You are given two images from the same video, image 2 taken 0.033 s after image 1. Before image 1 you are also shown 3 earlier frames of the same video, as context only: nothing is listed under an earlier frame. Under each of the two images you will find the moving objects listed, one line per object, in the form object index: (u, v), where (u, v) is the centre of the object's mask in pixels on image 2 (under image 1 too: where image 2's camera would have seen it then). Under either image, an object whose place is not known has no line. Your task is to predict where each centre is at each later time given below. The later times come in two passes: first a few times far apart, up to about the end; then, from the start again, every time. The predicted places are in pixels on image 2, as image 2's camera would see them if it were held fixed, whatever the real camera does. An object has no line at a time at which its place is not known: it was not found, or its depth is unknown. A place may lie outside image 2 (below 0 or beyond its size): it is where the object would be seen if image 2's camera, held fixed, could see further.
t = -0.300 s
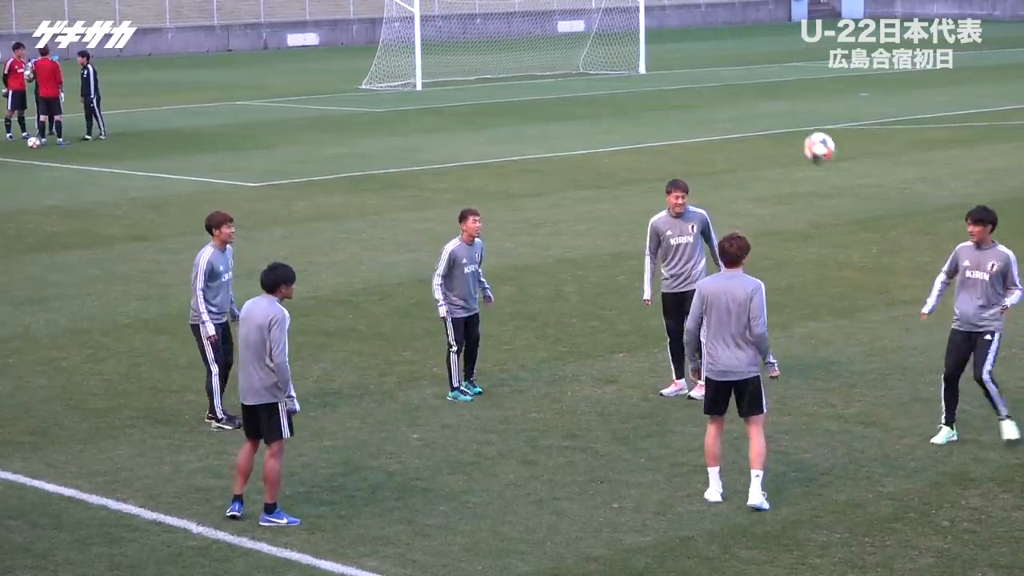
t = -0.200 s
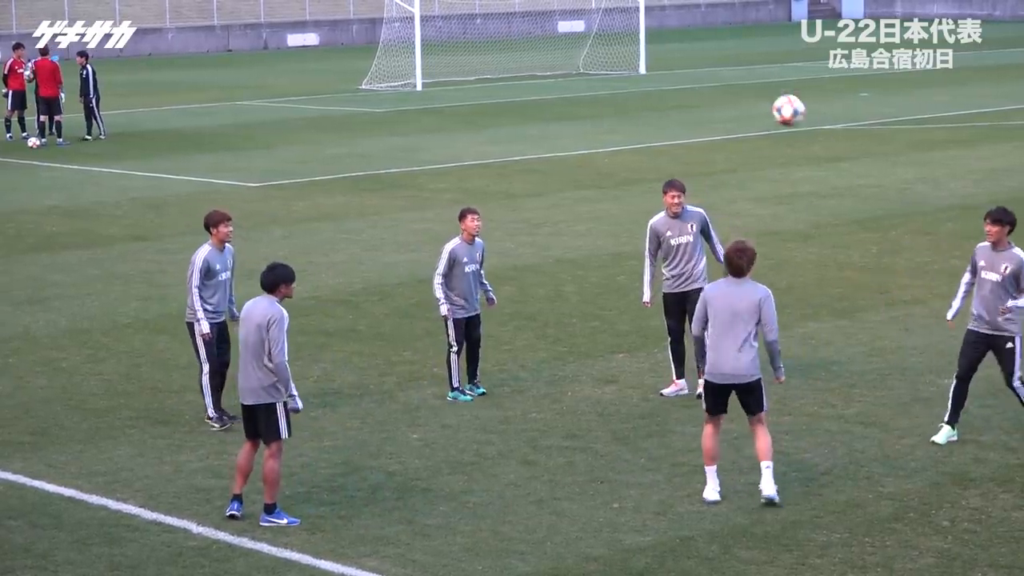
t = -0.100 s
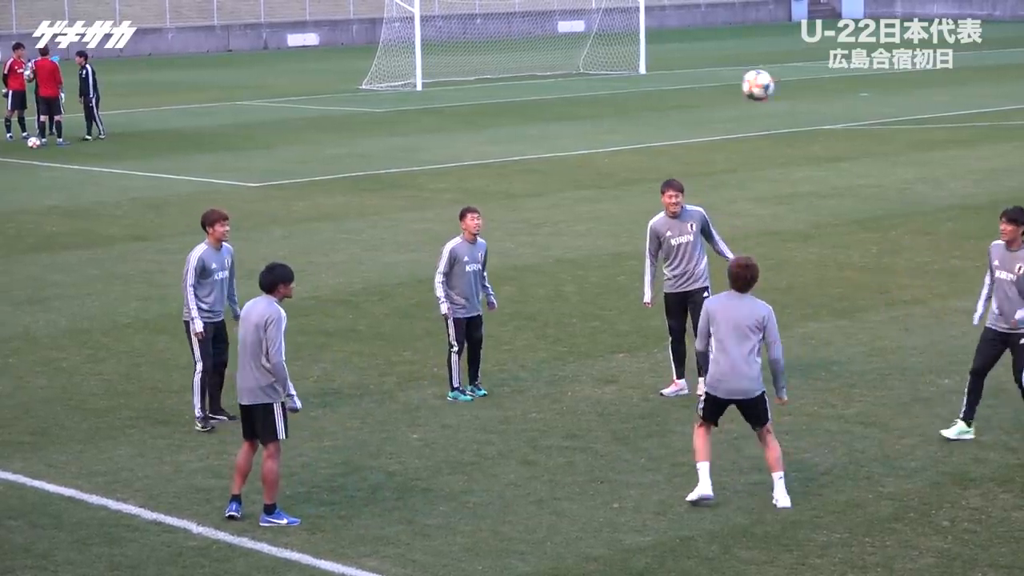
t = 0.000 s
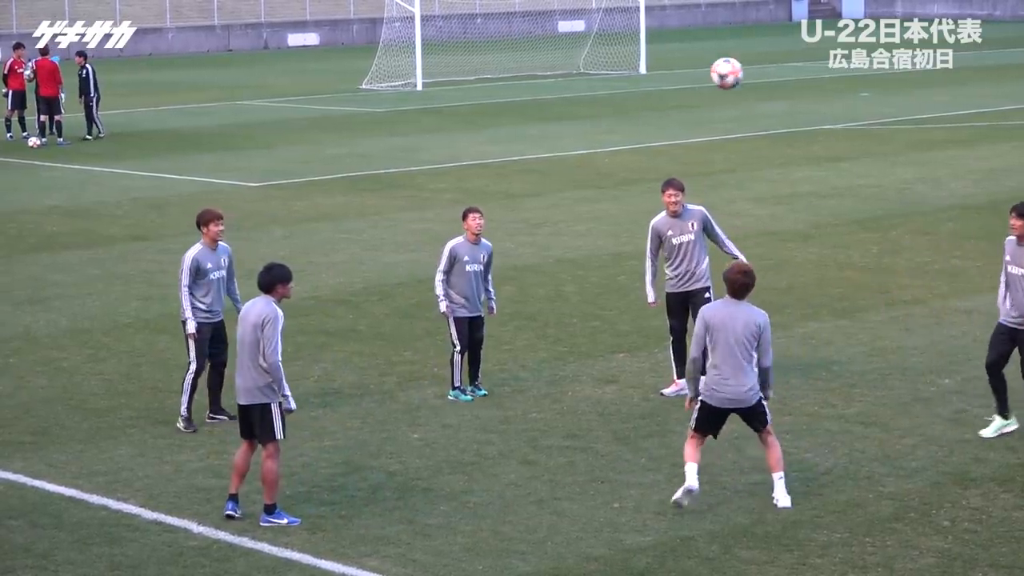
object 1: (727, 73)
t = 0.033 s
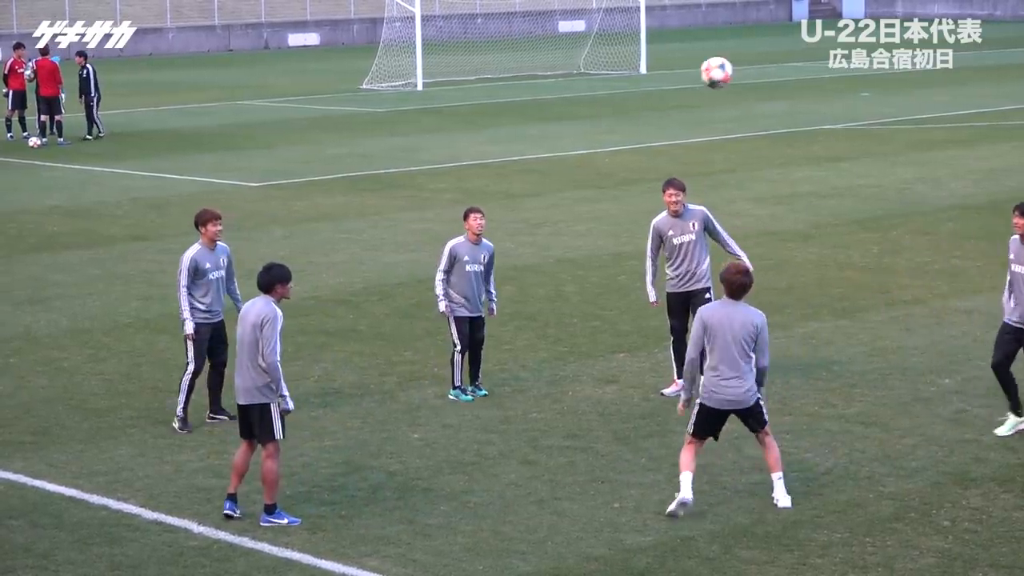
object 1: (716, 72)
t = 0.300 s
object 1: (630, 121)
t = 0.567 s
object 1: (544, 278)
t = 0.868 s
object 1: (459, 490)
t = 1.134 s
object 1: (416, 382)
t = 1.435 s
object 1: (368, 384)
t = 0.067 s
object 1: (706, 73)
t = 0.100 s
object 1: (694, 75)
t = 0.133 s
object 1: (684, 79)
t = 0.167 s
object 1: (673, 84)
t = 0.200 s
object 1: (662, 91)
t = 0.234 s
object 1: (652, 100)
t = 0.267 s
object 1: (641, 110)
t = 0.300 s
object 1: (630, 121)
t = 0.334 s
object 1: (619, 135)
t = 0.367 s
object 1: (609, 150)
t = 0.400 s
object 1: (598, 168)
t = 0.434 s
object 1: (587, 186)
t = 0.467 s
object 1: (576, 207)
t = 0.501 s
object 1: (565, 228)
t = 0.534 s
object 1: (554, 252)
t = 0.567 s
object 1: (544, 278)
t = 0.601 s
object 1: (533, 305)
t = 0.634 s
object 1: (523, 334)
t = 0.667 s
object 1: (512, 364)
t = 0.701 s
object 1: (502, 397)
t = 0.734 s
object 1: (491, 430)
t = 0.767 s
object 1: (481, 467)
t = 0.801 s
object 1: (471, 506)
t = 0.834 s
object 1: (464, 510)
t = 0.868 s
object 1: (459, 490)
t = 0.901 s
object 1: (453, 471)
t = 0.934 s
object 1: (448, 453)
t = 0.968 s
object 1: (443, 438)
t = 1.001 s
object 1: (437, 423)
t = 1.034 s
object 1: (433, 411)
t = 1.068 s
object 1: (426, 399)
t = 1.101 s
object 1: (421, 390)
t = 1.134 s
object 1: (416, 382)
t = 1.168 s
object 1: (411, 375)
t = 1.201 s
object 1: (405, 370)
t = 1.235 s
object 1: (400, 367)
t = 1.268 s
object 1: (395, 366)
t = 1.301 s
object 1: (390, 366)
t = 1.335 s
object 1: (384, 368)
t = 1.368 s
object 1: (379, 371)
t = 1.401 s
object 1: (373, 377)
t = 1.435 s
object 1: (368, 384)
